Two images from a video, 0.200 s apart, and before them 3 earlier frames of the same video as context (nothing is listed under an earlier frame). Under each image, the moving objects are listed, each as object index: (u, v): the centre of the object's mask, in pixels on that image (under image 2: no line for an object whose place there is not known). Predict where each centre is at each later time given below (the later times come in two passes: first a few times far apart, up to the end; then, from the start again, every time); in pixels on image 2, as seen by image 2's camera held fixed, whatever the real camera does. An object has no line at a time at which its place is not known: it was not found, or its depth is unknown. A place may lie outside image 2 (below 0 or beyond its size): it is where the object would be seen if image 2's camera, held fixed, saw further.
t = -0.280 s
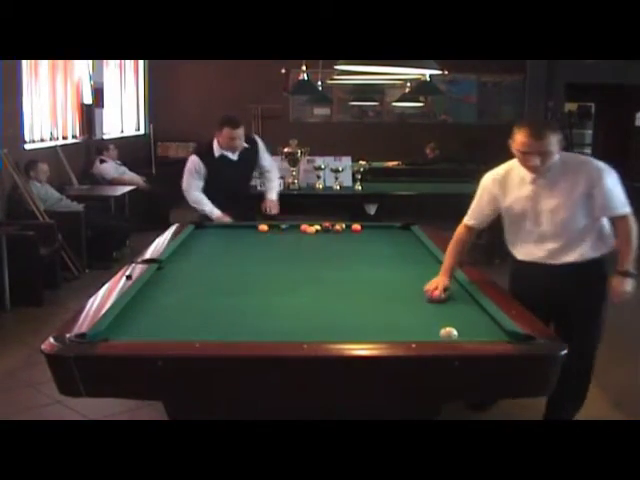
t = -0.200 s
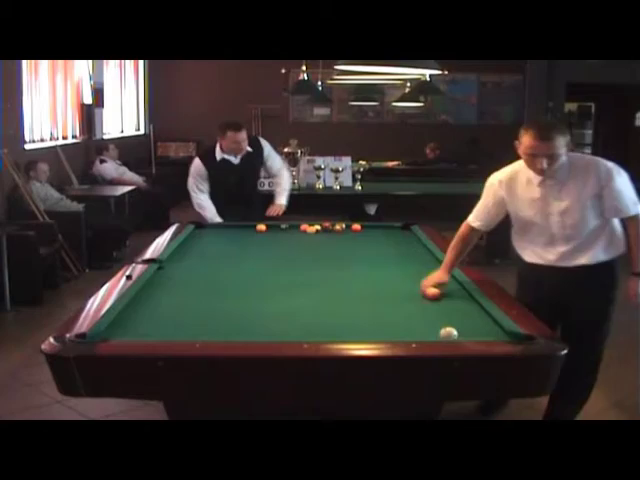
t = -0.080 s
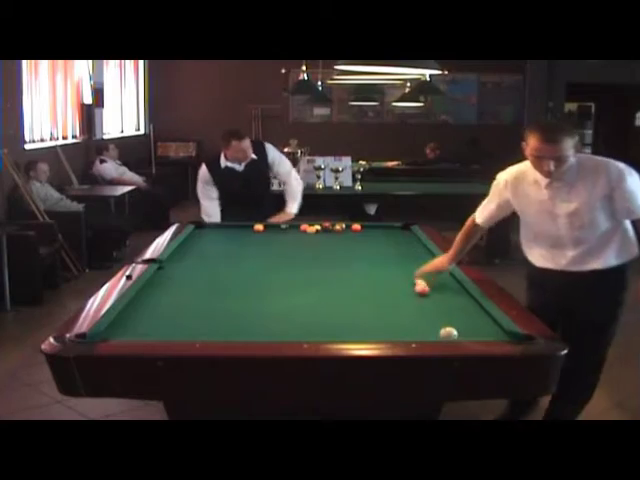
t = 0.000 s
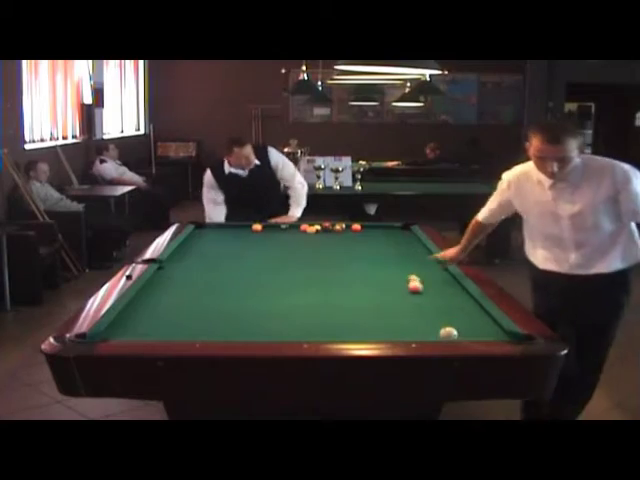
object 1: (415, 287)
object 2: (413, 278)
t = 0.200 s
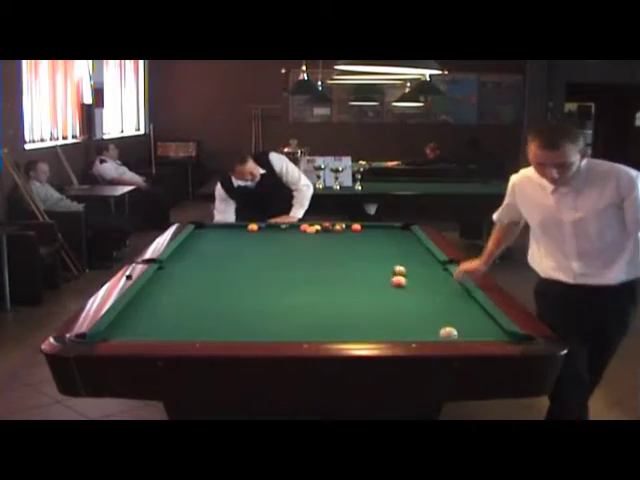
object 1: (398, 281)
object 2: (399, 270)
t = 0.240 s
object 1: (395, 280)
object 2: (396, 269)
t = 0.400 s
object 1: (383, 276)
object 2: (386, 262)
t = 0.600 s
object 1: (370, 271)
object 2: (375, 255)
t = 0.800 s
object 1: (358, 267)
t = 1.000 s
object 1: (346, 263)
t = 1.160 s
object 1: (338, 260)
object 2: (350, 238)
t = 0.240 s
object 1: (395, 280)
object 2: (396, 269)
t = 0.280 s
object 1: (392, 280)
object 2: (394, 267)
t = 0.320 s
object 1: (389, 278)
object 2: (392, 266)
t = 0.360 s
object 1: (386, 277)
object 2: (389, 264)
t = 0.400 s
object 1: (383, 276)
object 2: (386, 262)
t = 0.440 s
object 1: (381, 275)
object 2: (384, 261)
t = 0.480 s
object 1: (378, 274)
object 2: (382, 259)
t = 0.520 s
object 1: (375, 273)
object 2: (380, 258)
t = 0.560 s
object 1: (372, 273)
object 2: (378, 256)
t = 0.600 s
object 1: (370, 271)
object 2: (375, 255)
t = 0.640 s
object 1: (367, 271)
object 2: (373, 254)
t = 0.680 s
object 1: (365, 270)
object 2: (372, 253)
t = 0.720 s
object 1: (363, 269)
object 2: (369, 252)
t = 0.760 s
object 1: (360, 268)
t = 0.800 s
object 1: (358, 267)
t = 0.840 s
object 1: (355, 266)
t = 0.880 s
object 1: (353, 266)
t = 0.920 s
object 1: (351, 264)
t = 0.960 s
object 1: (348, 264)
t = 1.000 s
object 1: (346, 263)
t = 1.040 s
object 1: (344, 262)
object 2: (354, 241)
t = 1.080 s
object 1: (342, 262)
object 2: (354, 241)
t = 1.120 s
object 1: (340, 261)
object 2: (352, 240)
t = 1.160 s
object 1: (338, 260)
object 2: (350, 238)
